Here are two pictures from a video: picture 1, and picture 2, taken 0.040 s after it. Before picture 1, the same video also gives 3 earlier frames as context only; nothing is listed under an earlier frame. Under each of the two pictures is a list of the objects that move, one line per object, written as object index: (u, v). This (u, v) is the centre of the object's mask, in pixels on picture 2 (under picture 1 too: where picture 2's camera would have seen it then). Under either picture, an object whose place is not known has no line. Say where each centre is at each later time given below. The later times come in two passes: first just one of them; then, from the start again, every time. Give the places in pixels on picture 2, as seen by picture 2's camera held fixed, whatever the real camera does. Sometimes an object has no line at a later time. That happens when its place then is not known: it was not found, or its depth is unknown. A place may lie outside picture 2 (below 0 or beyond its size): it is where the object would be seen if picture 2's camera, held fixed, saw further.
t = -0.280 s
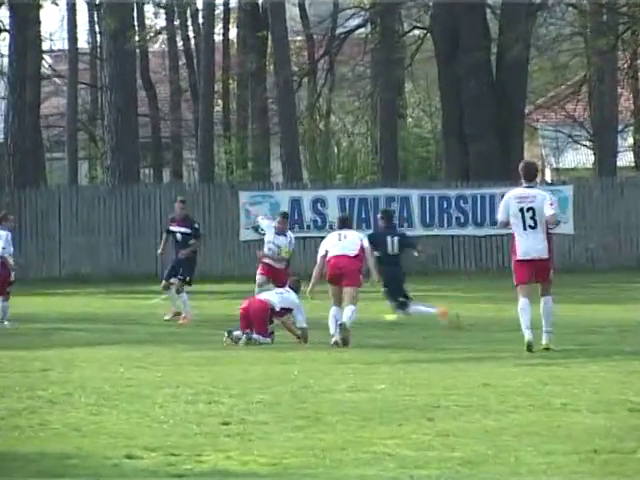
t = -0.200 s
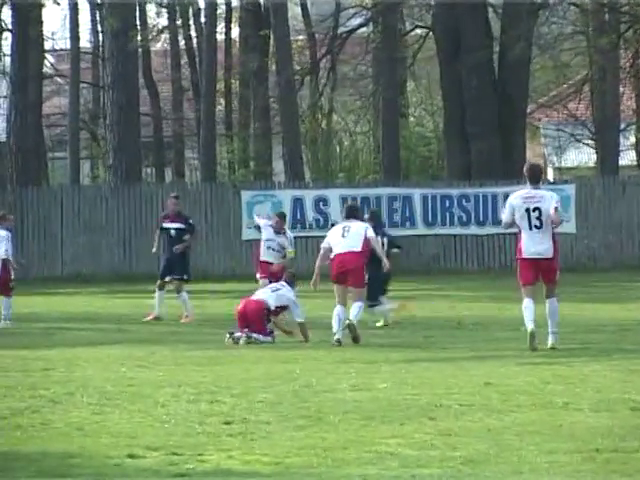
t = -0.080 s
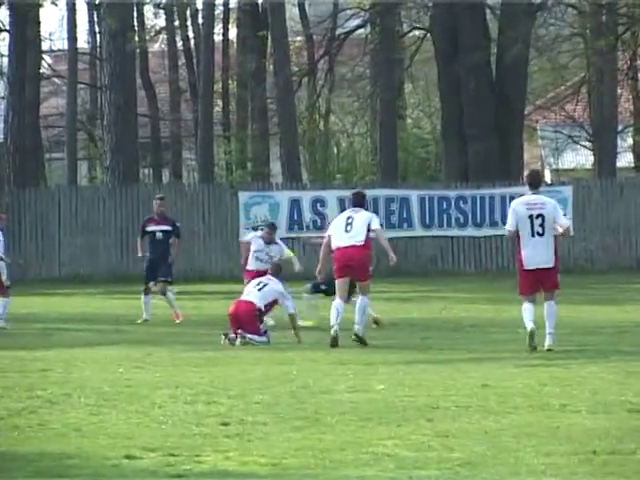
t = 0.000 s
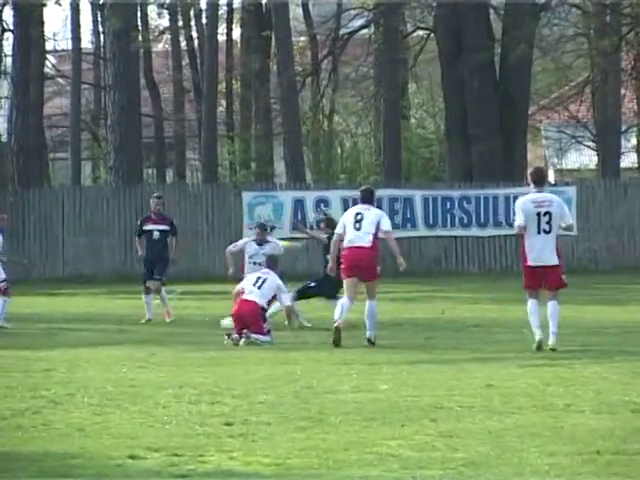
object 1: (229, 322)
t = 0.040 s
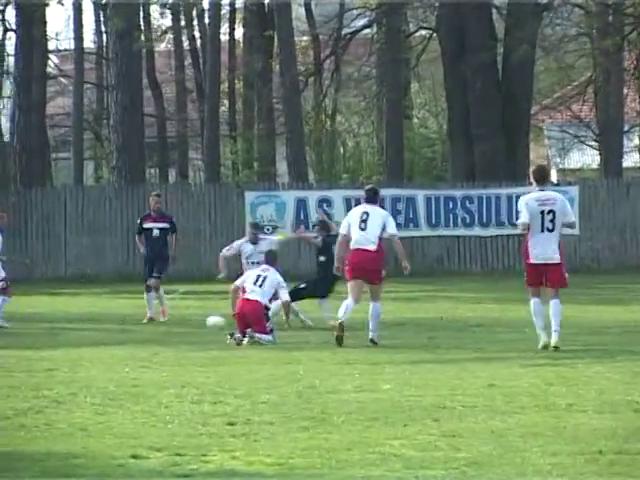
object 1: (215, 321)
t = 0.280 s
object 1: (123, 327)
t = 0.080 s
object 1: (200, 321)
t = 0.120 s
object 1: (184, 319)
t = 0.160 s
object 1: (169, 320)
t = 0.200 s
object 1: (154, 321)
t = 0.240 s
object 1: (139, 324)
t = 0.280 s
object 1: (123, 327)
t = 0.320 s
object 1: (111, 326)
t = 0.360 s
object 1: (98, 324)
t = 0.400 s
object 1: (86, 324)
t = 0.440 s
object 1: (74, 326)
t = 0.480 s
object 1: (60, 328)
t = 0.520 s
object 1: (48, 331)
